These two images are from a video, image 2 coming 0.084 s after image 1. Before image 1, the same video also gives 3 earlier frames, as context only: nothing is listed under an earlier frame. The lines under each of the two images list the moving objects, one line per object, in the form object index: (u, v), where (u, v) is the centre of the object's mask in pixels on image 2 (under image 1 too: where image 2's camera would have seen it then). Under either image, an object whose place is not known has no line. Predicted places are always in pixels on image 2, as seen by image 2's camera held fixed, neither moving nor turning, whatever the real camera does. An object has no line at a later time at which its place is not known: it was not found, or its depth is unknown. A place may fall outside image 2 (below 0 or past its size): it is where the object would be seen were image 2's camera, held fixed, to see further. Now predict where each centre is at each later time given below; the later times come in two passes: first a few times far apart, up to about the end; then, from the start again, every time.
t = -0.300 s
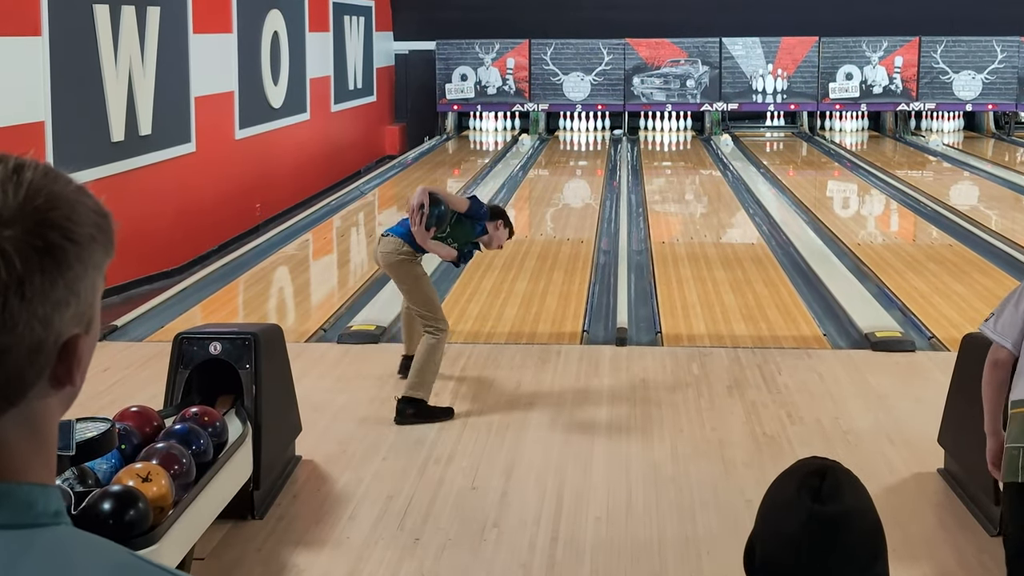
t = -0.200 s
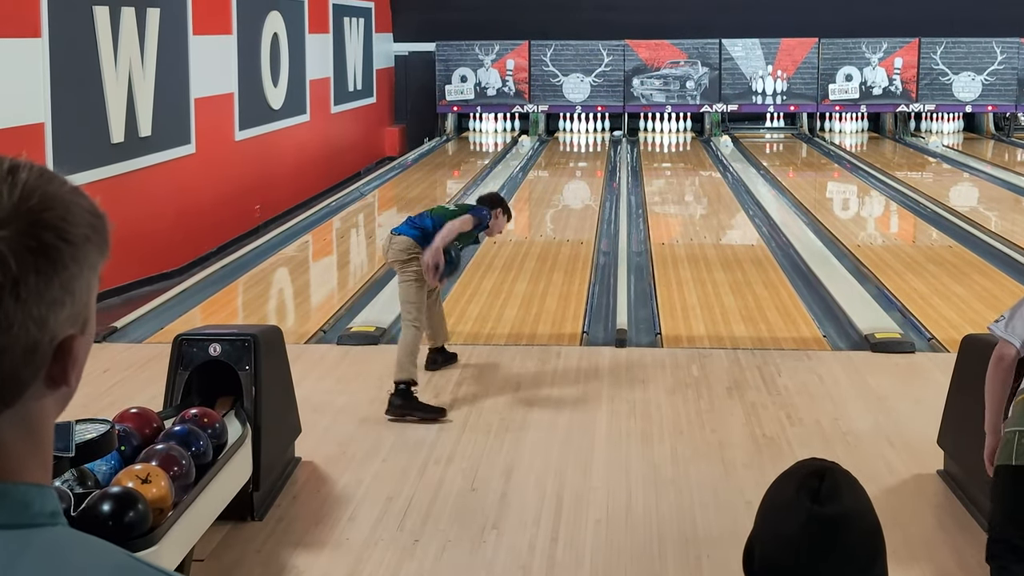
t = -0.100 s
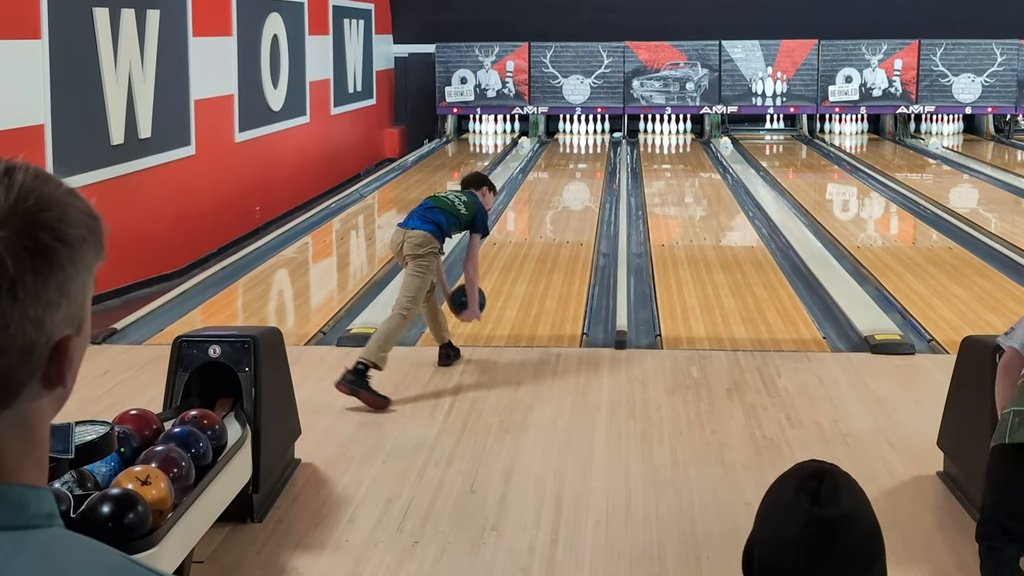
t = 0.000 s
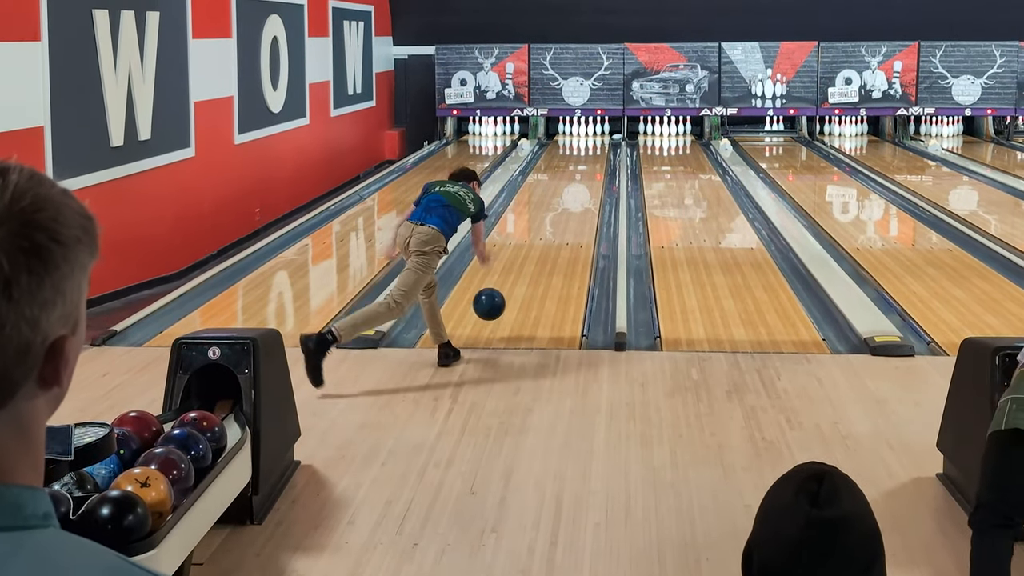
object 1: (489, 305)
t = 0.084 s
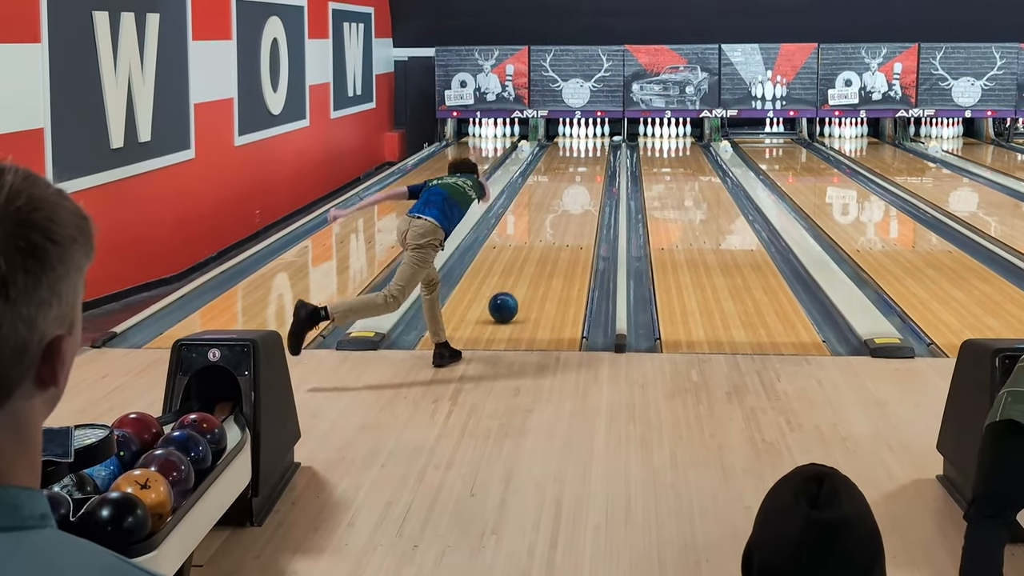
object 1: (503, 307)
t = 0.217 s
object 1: (521, 278)
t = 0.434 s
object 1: (543, 243)
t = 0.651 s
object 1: (559, 217)
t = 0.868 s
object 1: (571, 197)
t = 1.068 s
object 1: (580, 182)
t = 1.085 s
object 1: (580, 180)
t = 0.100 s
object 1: (505, 302)
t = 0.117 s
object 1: (508, 298)
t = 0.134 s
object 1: (510, 294)
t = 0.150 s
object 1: (513, 290)
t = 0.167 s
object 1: (515, 287)
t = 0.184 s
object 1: (517, 284)
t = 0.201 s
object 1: (519, 281)
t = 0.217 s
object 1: (521, 278)
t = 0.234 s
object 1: (523, 275)
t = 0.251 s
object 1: (525, 272)
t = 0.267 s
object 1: (527, 269)
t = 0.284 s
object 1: (529, 266)
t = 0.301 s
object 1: (530, 263)
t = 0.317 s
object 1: (532, 260)
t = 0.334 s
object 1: (534, 257)
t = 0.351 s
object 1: (536, 255)
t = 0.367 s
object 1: (537, 252)
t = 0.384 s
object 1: (539, 250)
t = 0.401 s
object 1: (540, 247)
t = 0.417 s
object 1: (541, 245)
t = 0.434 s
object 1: (543, 243)
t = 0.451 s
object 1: (544, 240)
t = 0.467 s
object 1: (546, 238)
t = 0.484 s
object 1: (547, 236)
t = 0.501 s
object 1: (549, 234)
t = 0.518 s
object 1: (550, 232)
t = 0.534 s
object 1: (551, 230)
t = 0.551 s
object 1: (552, 228)
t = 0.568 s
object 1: (554, 226)
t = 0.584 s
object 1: (555, 224)
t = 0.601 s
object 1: (556, 222)
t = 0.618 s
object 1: (557, 220)
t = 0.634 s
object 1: (558, 219)
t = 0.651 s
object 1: (559, 217)
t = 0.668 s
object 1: (560, 216)
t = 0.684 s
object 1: (561, 214)
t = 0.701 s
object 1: (562, 212)
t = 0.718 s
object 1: (563, 210)
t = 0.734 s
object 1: (564, 208)
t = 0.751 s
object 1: (565, 207)
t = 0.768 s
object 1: (566, 205)
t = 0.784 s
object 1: (567, 204)
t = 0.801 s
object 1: (568, 202)
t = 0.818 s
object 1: (569, 201)
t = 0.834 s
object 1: (570, 199)
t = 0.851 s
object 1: (570, 198)
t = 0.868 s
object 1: (571, 197)
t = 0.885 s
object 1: (572, 195)
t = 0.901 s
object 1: (573, 194)
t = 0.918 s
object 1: (574, 193)
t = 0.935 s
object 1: (575, 191)
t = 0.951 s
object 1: (575, 190)
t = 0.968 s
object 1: (576, 189)
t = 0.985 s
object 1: (576, 187)
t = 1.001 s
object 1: (577, 186)
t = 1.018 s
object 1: (578, 185)
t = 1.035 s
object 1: (578, 184)
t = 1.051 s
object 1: (579, 183)
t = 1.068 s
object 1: (580, 182)
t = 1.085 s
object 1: (580, 180)
